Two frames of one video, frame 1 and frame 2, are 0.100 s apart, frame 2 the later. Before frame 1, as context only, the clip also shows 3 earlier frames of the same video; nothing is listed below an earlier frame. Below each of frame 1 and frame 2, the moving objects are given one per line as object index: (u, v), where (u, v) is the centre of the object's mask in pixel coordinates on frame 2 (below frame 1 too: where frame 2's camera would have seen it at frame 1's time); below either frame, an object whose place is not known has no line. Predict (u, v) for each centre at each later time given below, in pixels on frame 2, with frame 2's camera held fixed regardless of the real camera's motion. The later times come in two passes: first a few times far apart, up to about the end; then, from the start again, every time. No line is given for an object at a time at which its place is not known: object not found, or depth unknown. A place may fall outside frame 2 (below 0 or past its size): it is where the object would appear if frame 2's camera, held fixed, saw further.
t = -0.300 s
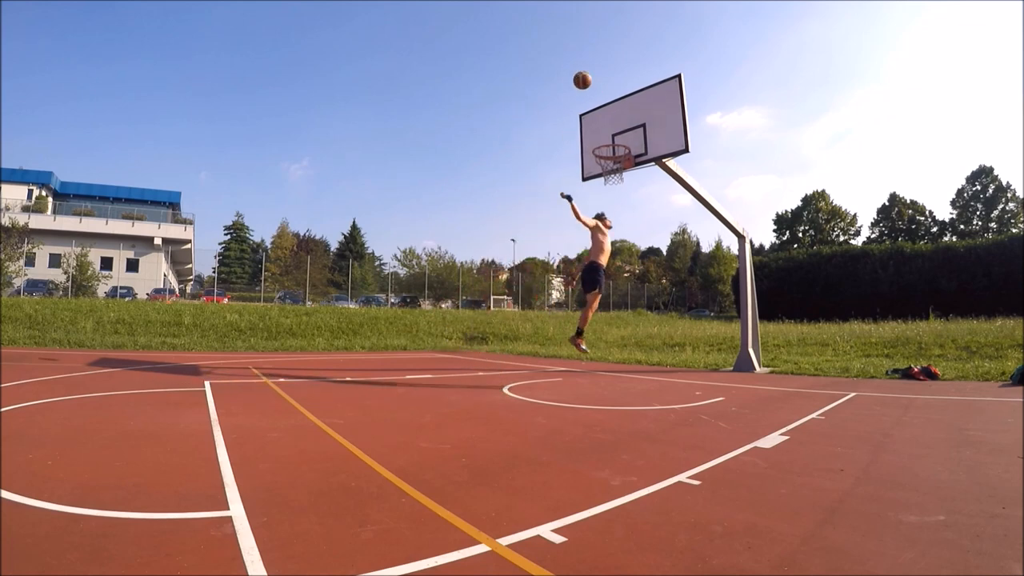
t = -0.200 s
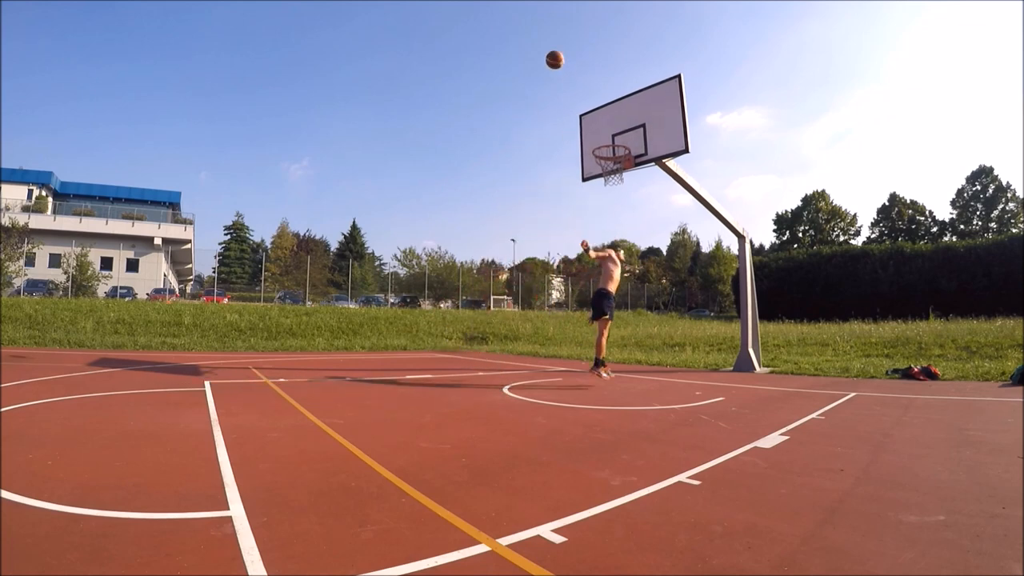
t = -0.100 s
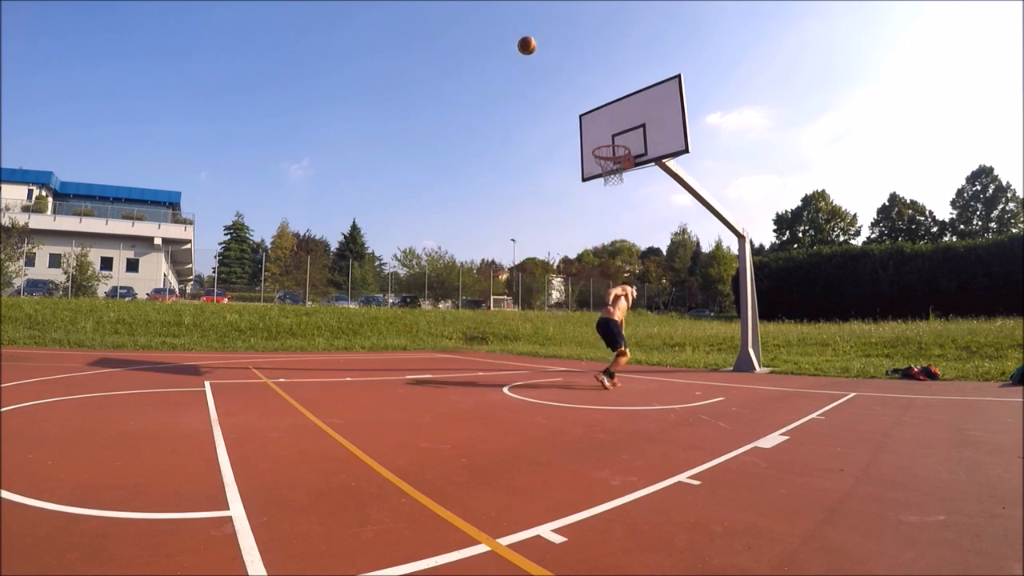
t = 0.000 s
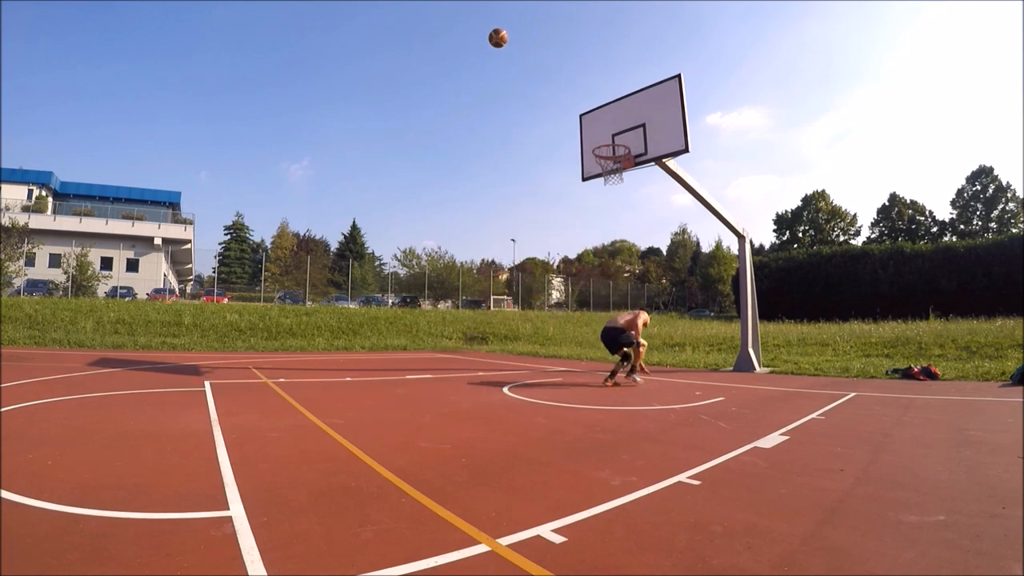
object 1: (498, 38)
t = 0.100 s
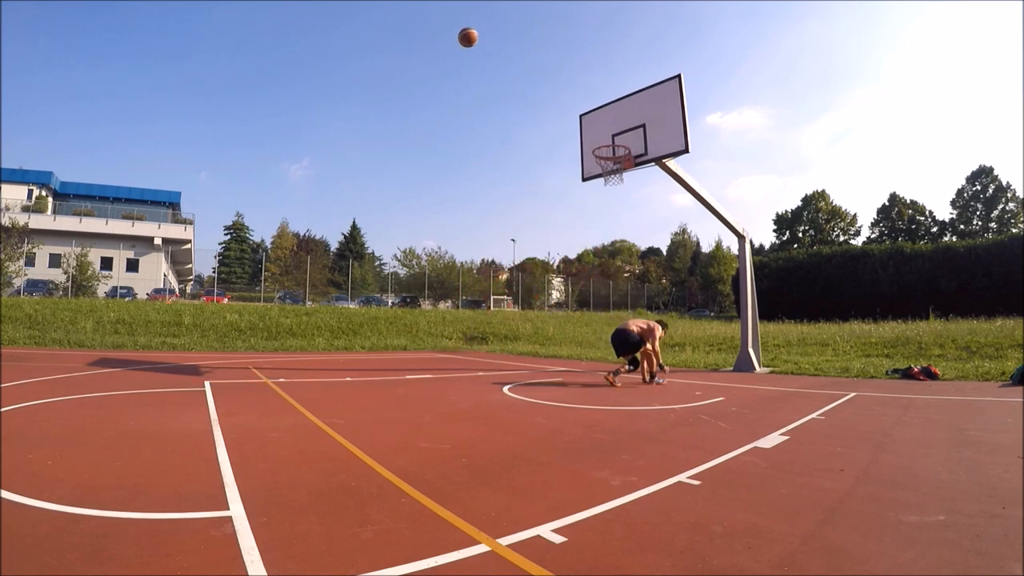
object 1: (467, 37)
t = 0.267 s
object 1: (413, 53)
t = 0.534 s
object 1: (310, 134)
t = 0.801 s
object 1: (195, 305)
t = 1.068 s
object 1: (160, 279)
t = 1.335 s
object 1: (169, 179)
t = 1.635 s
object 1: (174, 149)
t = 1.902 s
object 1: (168, 187)
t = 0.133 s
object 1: (457, 38)
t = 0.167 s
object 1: (446, 41)
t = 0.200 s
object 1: (435, 44)
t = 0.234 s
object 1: (424, 48)
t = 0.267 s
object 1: (413, 53)
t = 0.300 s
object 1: (401, 59)
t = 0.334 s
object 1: (389, 66)
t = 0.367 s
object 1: (377, 74)
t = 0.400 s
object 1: (364, 83)
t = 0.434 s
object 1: (351, 94)
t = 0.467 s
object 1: (337, 106)
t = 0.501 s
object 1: (324, 119)
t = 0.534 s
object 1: (310, 134)
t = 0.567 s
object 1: (296, 150)
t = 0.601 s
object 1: (281, 167)
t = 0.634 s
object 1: (267, 186)
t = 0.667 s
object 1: (252, 207)
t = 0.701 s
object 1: (238, 229)
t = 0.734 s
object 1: (223, 253)
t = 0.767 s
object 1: (209, 278)
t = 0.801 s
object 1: (195, 305)
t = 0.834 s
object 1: (181, 333)
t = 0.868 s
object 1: (169, 362)
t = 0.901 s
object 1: (159, 382)
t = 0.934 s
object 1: (159, 358)
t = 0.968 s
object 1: (159, 337)
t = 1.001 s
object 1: (159, 317)
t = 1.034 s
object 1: (159, 297)
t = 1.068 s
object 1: (160, 279)
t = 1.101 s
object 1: (162, 263)
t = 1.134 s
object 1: (163, 247)
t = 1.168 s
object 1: (164, 233)
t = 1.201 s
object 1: (165, 220)
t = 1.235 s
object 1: (167, 208)
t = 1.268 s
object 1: (168, 197)
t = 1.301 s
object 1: (168, 187)
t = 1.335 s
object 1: (169, 179)
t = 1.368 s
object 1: (170, 172)
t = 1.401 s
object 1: (171, 165)
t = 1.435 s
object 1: (172, 160)
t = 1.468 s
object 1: (173, 156)
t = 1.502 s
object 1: (173, 152)
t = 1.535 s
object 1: (173, 150)
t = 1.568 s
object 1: (173, 149)
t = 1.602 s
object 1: (173, 149)
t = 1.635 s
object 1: (174, 149)
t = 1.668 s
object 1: (173, 151)
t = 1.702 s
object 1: (173, 153)
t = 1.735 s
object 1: (172, 156)
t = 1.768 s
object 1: (172, 161)
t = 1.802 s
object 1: (171, 166)
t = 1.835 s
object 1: (170, 172)
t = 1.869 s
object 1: (169, 180)
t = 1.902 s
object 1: (168, 187)
